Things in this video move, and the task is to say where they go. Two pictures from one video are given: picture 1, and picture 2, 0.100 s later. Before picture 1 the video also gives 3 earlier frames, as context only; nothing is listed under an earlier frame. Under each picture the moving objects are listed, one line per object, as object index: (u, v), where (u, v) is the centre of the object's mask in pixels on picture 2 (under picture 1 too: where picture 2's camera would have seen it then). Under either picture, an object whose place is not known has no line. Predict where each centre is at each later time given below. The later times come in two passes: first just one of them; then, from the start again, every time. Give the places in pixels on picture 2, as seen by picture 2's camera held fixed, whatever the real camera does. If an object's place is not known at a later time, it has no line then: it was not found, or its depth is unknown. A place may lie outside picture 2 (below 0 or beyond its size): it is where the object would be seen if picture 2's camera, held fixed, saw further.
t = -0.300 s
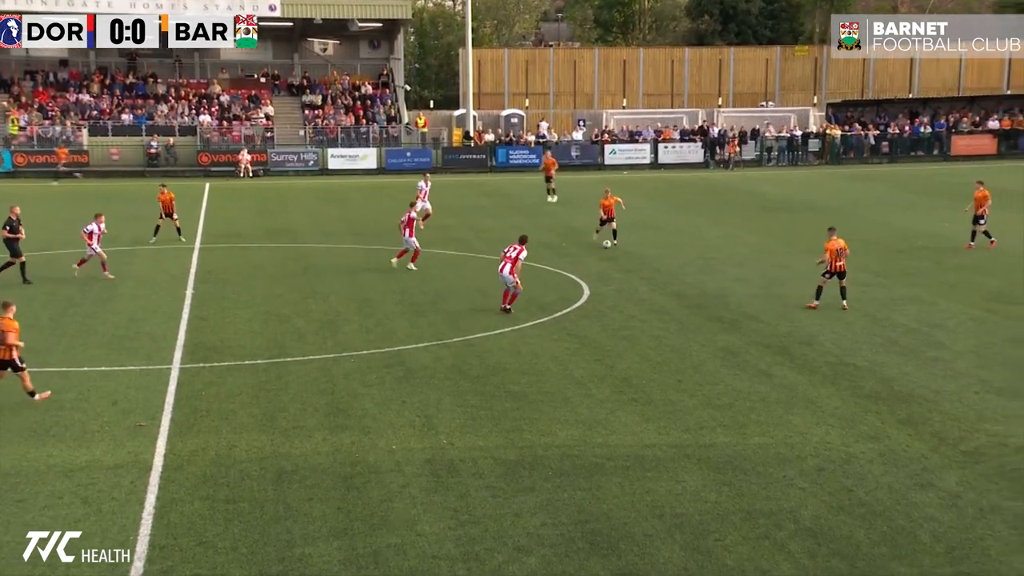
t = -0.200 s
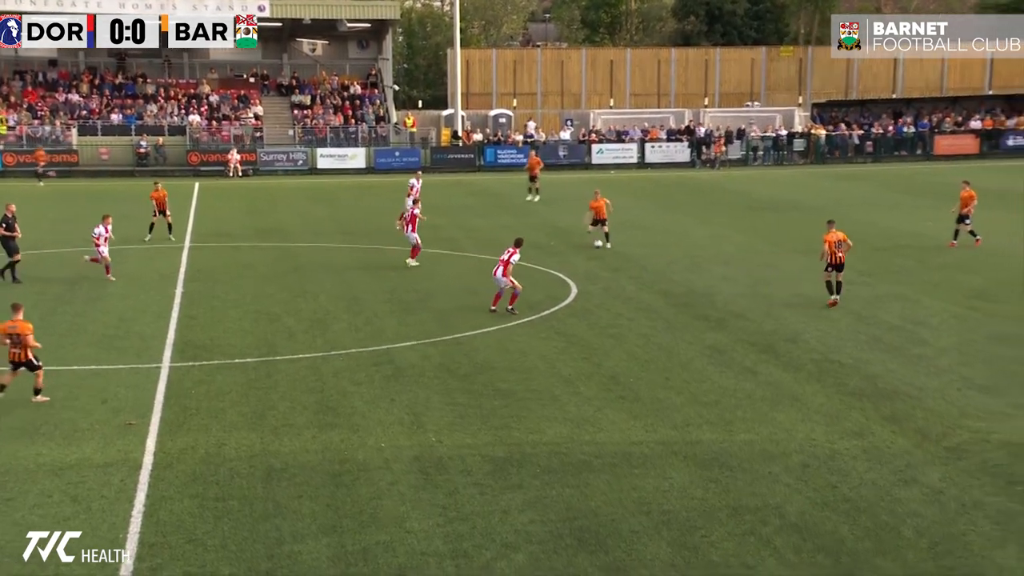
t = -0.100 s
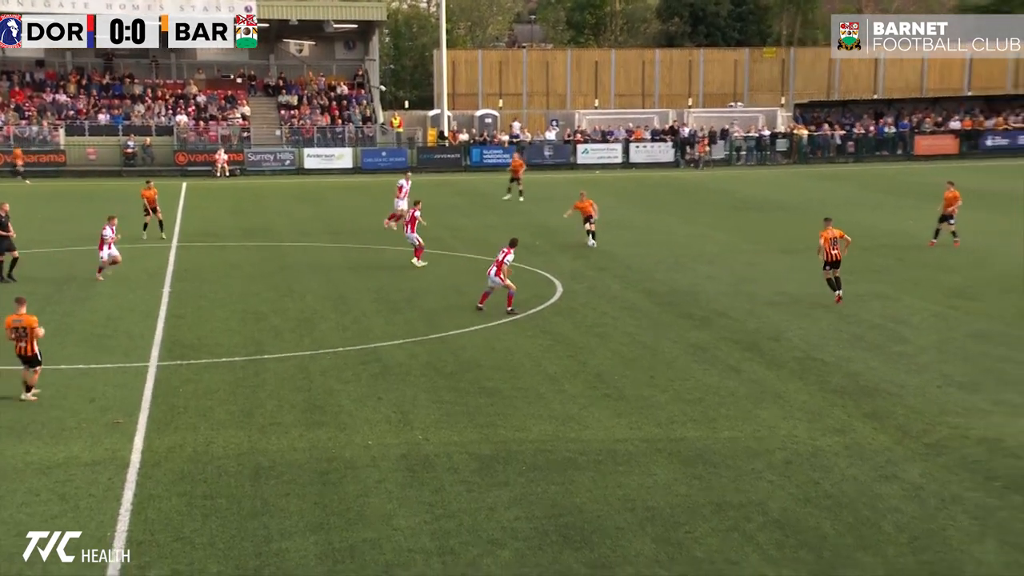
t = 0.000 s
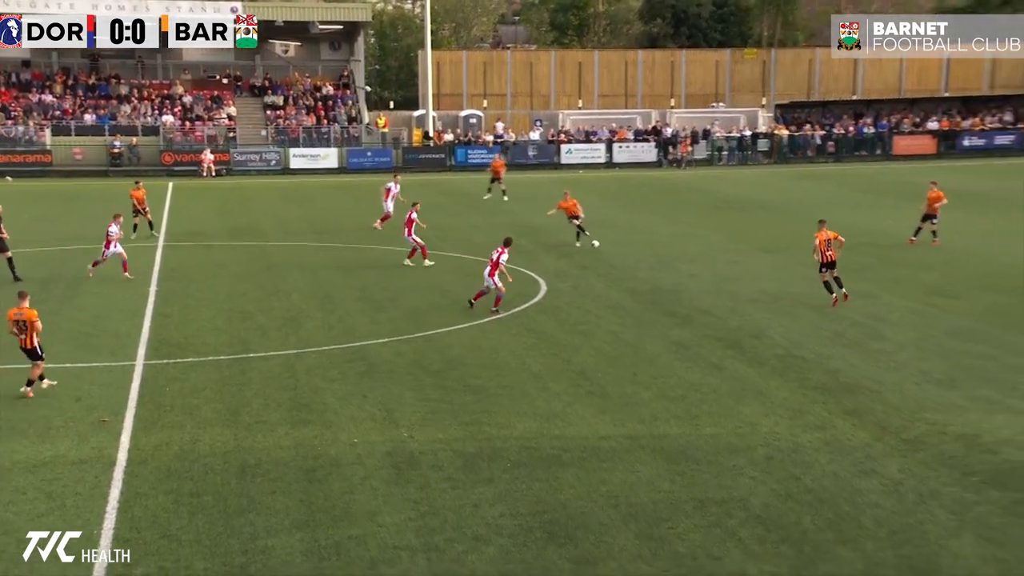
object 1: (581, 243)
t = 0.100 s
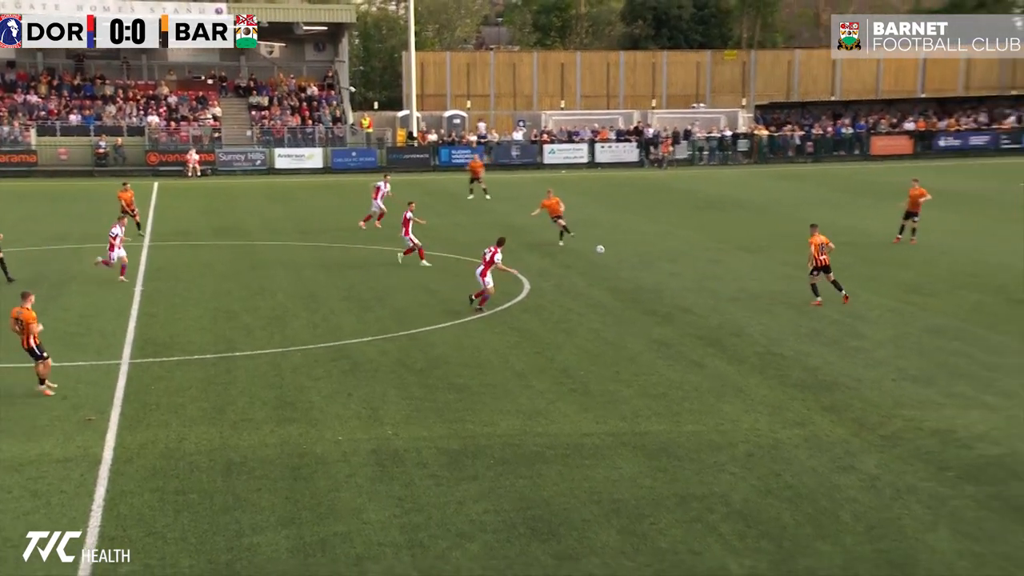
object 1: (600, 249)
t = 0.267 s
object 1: (641, 270)
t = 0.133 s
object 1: (609, 252)
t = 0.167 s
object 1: (617, 256)
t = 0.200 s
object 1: (621, 259)
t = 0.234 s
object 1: (631, 264)
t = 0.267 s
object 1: (641, 270)
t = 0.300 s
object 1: (646, 273)
